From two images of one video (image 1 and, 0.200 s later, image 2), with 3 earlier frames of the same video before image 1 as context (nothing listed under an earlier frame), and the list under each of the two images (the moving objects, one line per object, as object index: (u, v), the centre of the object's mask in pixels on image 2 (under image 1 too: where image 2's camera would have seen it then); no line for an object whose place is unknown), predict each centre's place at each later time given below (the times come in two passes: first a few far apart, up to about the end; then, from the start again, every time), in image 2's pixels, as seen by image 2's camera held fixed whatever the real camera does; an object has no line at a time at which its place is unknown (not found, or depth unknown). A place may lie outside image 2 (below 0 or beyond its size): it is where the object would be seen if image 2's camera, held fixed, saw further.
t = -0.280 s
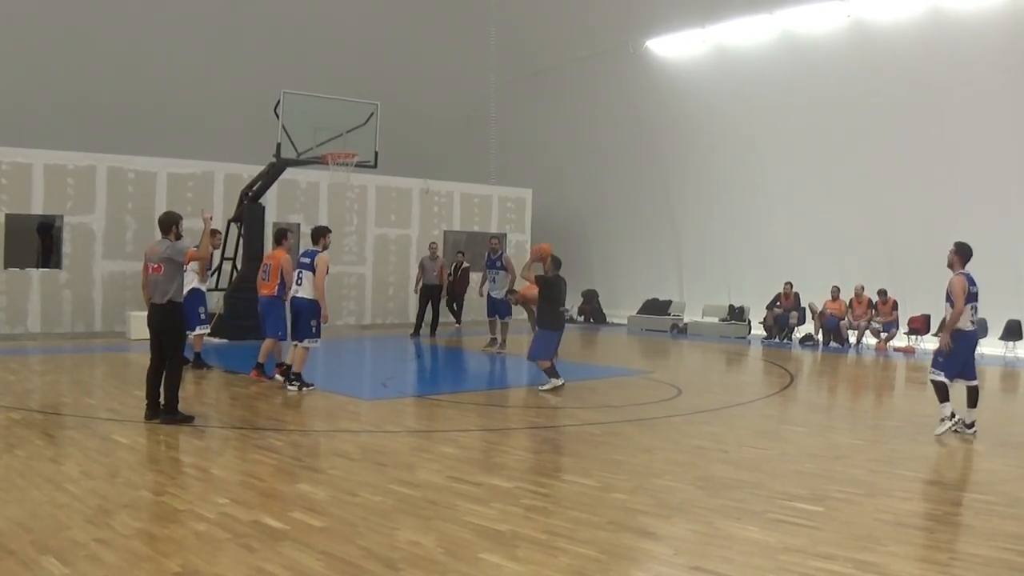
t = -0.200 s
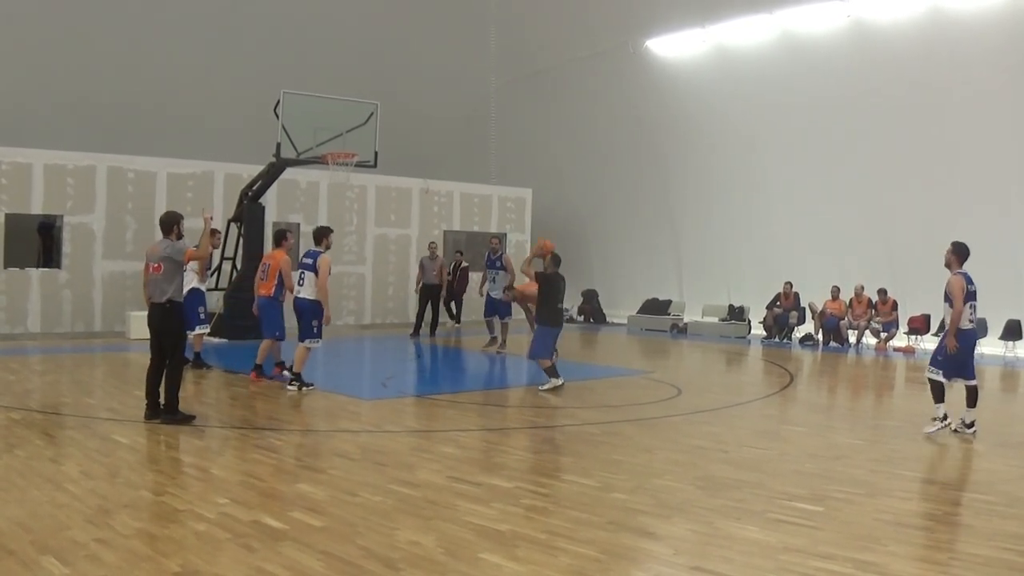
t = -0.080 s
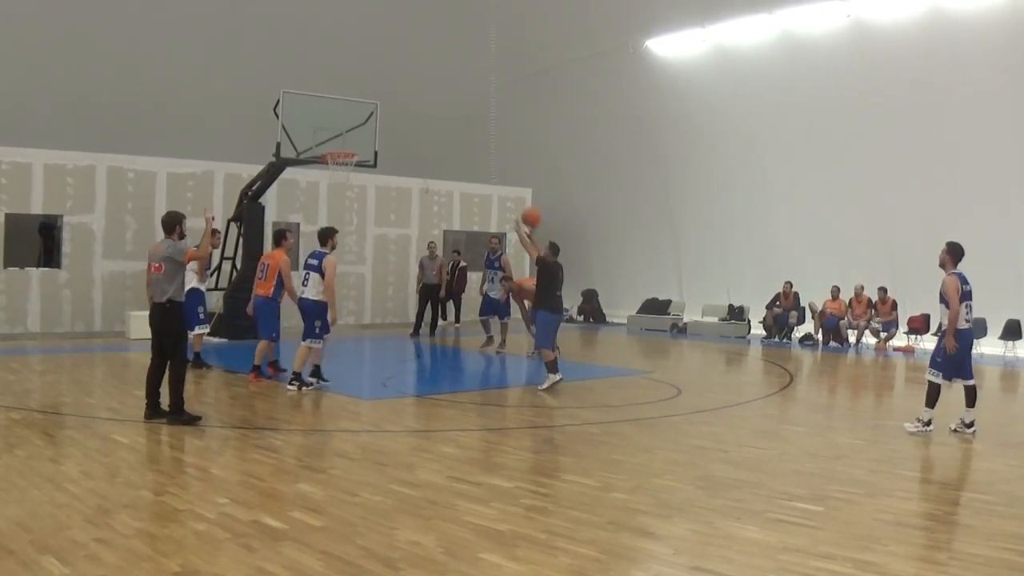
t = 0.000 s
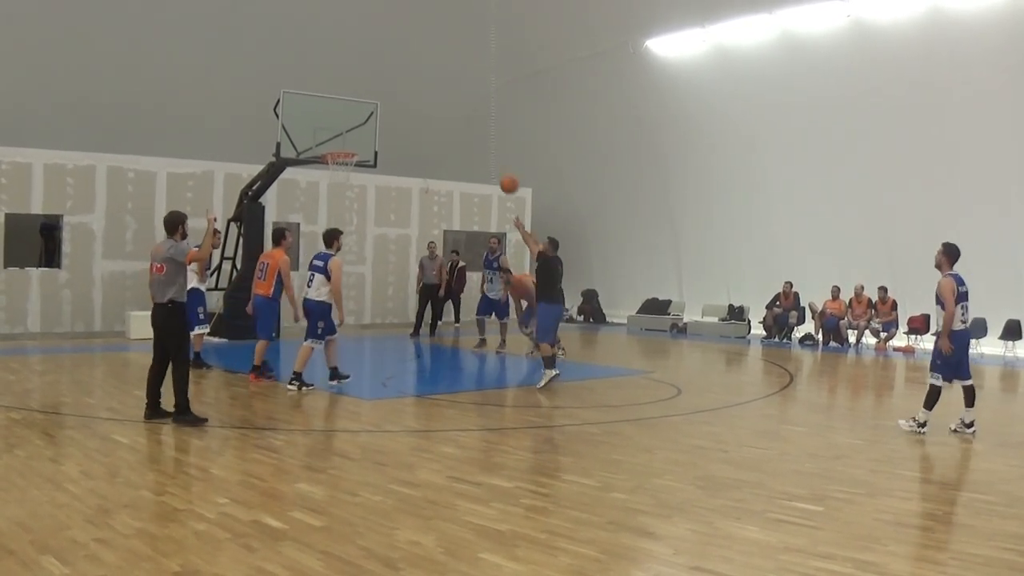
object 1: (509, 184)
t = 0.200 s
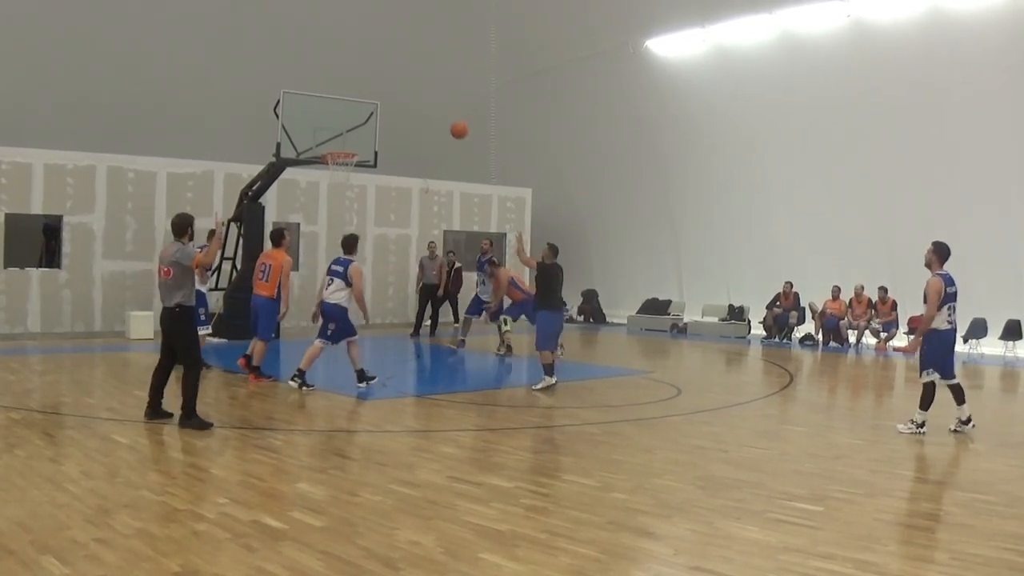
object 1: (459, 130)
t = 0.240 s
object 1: (450, 123)
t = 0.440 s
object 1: (405, 109)
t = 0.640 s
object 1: (365, 122)
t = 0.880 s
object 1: (354, 143)
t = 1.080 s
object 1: (406, 142)
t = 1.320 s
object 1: (469, 176)
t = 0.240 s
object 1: (450, 123)
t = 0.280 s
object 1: (440, 118)
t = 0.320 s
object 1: (431, 114)
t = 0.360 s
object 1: (422, 111)
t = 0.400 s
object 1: (413, 110)
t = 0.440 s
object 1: (405, 109)
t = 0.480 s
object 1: (397, 110)
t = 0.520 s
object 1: (388, 111)
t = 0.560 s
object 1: (381, 113)
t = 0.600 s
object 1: (373, 117)
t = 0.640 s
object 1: (365, 122)
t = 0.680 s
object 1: (357, 128)
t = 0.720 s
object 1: (350, 135)
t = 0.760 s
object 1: (342, 141)
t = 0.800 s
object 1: (335, 147)
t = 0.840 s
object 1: (343, 147)
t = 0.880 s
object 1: (354, 143)
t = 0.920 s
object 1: (364, 141)
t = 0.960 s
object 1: (375, 140)
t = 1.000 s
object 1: (385, 140)
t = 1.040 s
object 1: (396, 140)
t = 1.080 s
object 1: (406, 142)
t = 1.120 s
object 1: (417, 145)
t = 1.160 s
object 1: (427, 149)
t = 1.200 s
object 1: (438, 154)
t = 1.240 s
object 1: (448, 161)
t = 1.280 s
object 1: (459, 168)
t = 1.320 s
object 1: (469, 176)
